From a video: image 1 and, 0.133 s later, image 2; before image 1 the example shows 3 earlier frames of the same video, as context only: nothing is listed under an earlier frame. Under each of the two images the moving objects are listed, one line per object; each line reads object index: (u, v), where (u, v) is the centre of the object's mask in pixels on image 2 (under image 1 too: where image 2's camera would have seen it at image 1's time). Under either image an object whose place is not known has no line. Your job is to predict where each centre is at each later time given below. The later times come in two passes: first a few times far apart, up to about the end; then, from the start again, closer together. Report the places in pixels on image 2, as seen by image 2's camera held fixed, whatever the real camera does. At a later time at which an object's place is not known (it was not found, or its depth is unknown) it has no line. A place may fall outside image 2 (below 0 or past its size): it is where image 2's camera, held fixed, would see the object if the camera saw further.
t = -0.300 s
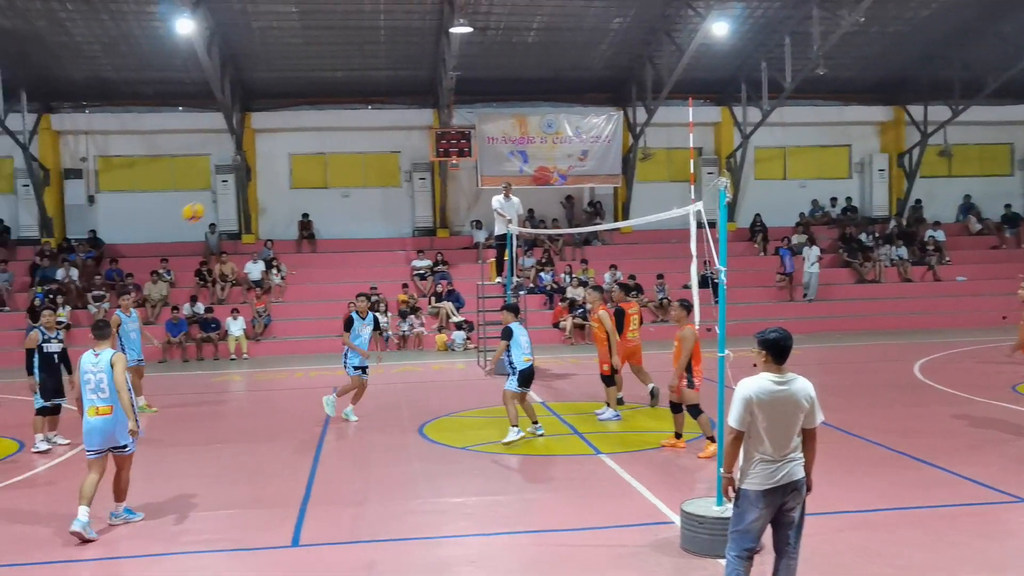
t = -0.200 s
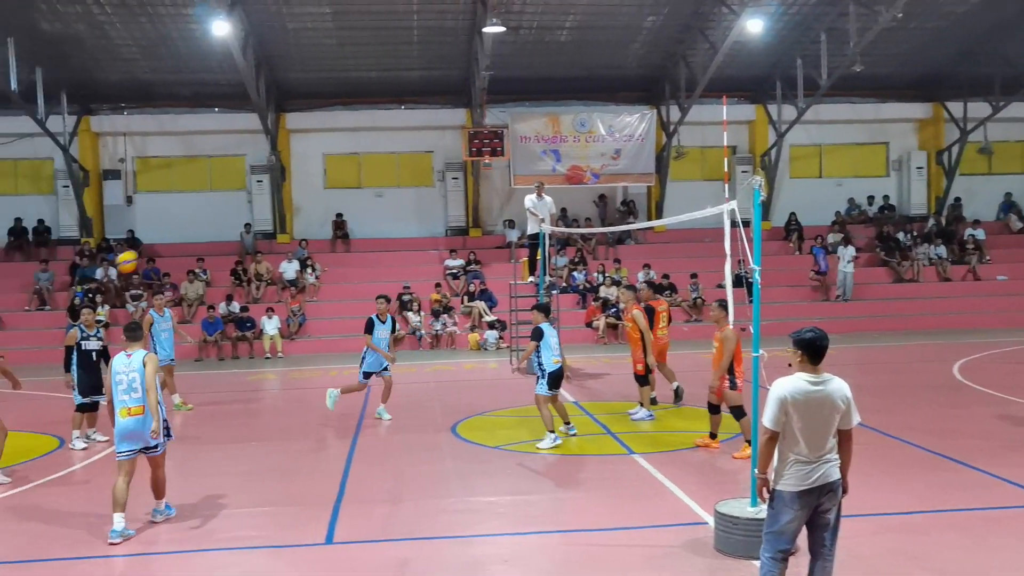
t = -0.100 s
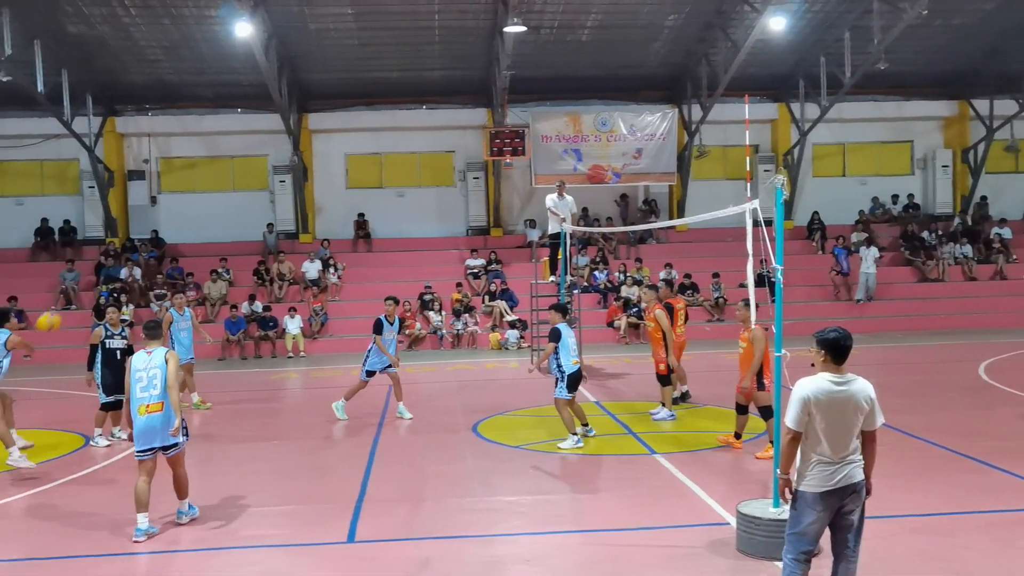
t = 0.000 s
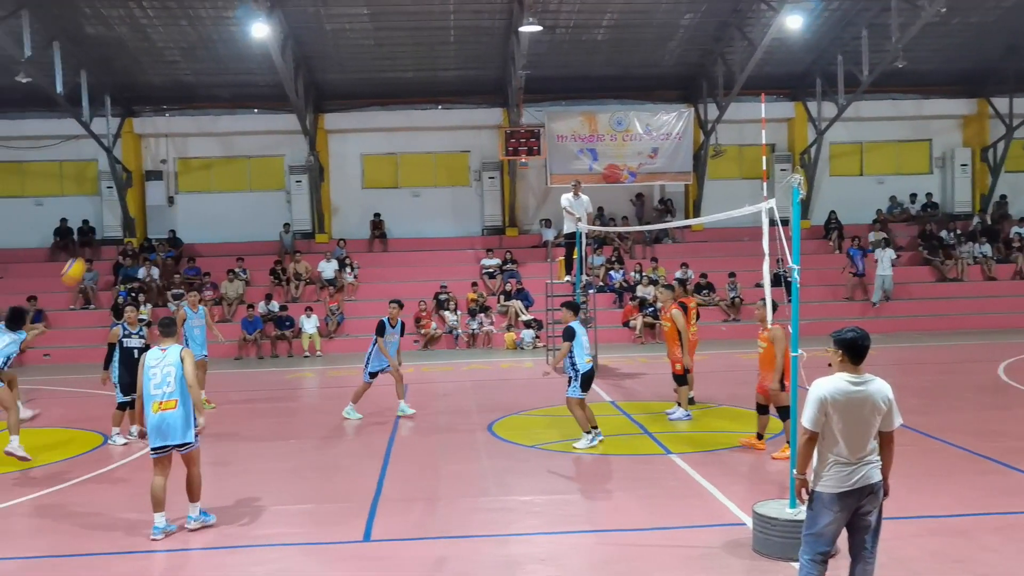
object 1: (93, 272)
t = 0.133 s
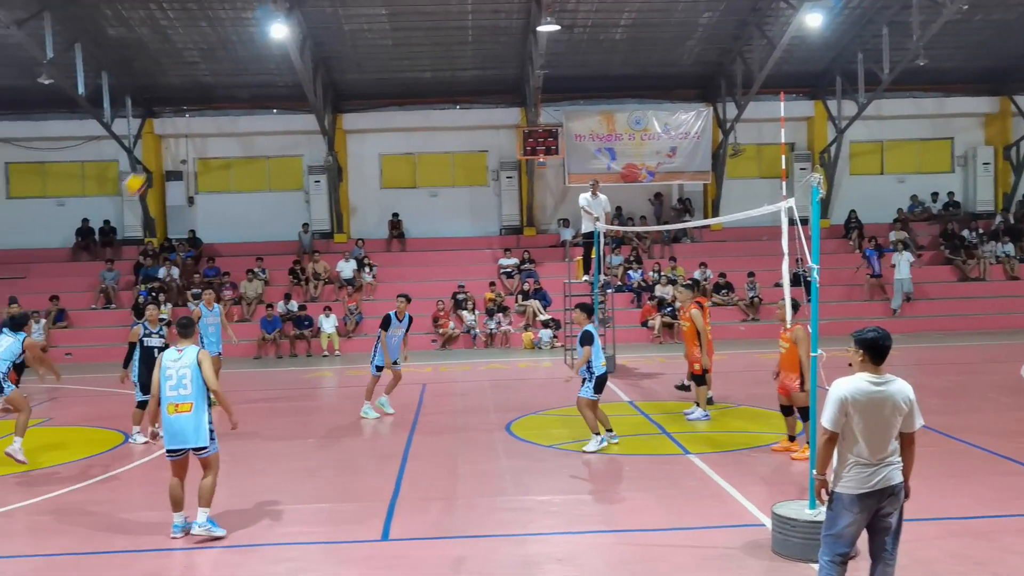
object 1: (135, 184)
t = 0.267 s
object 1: (174, 116)
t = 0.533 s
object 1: (247, 34)
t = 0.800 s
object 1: (314, 15)
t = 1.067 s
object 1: (377, 54)
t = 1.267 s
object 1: (425, 117)
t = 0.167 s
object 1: (144, 166)
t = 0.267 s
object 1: (174, 116)
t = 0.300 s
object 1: (184, 103)
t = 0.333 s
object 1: (193, 90)
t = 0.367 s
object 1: (202, 78)
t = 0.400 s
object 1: (211, 67)
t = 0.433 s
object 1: (220, 57)
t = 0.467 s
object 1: (230, 49)
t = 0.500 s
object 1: (238, 41)
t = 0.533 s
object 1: (247, 34)
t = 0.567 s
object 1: (255, 29)
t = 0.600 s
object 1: (264, 24)
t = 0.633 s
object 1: (272, 20)
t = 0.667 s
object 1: (282, 15)
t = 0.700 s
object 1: (291, 13)
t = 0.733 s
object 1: (298, 15)
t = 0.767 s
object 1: (306, 15)
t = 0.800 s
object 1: (314, 15)
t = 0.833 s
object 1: (322, 17)
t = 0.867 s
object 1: (329, 20)
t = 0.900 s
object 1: (337, 24)
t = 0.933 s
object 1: (345, 28)
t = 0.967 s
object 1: (354, 34)
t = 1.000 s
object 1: (362, 40)
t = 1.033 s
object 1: (370, 46)
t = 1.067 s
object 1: (377, 54)
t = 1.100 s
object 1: (386, 63)
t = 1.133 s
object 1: (393, 73)
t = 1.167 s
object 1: (401, 83)
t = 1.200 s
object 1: (409, 94)
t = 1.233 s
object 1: (417, 104)
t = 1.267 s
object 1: (425, 117)
